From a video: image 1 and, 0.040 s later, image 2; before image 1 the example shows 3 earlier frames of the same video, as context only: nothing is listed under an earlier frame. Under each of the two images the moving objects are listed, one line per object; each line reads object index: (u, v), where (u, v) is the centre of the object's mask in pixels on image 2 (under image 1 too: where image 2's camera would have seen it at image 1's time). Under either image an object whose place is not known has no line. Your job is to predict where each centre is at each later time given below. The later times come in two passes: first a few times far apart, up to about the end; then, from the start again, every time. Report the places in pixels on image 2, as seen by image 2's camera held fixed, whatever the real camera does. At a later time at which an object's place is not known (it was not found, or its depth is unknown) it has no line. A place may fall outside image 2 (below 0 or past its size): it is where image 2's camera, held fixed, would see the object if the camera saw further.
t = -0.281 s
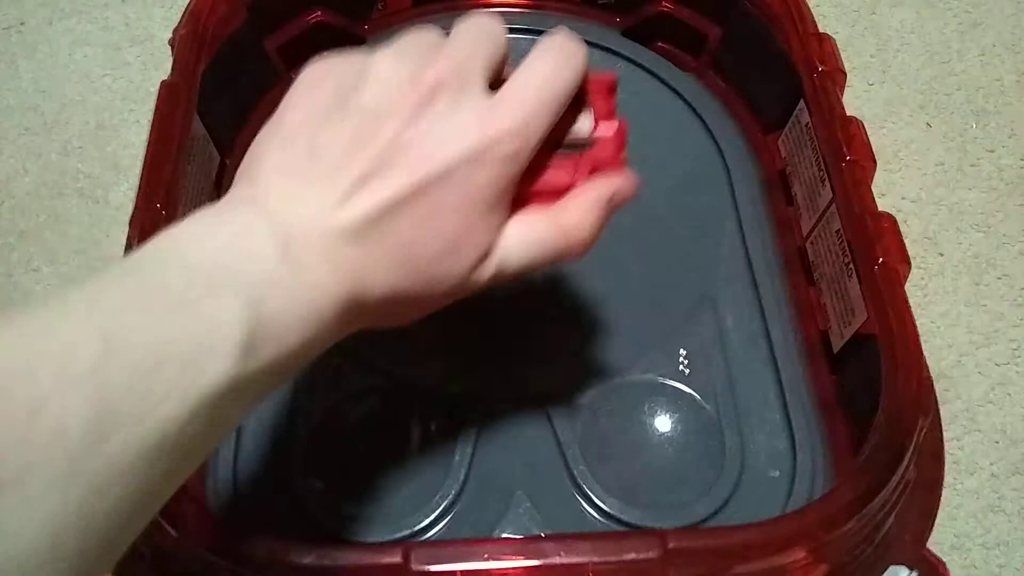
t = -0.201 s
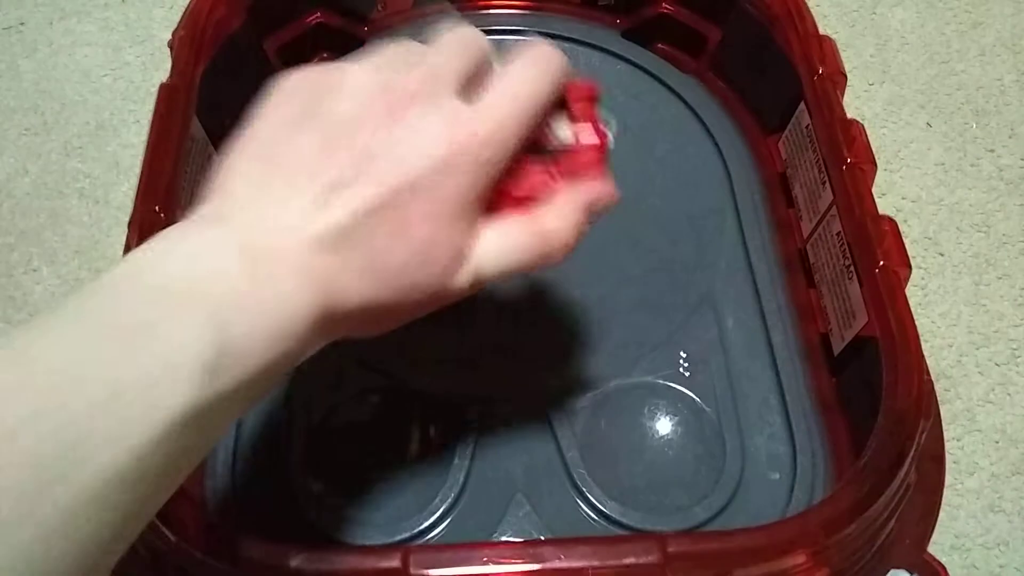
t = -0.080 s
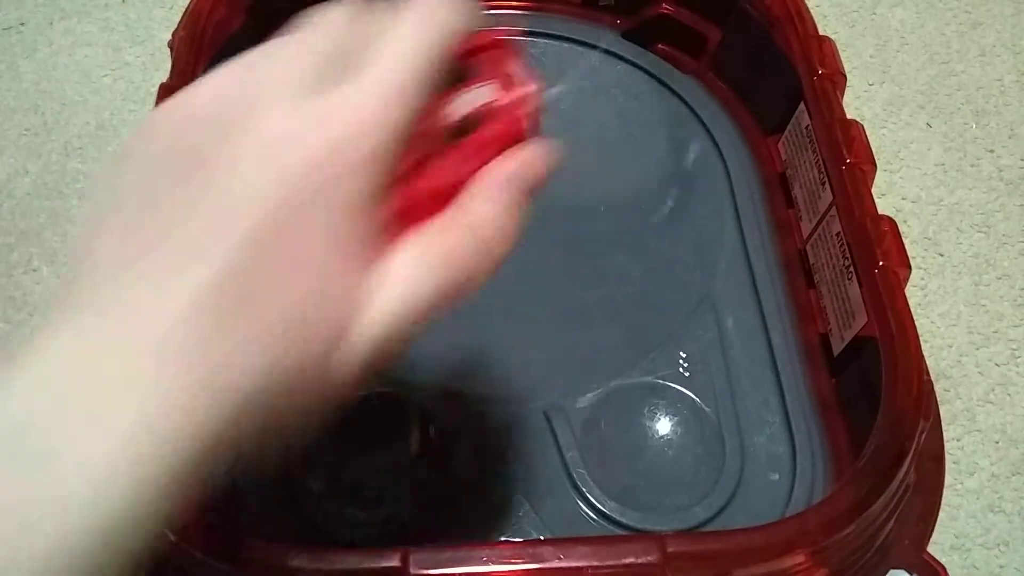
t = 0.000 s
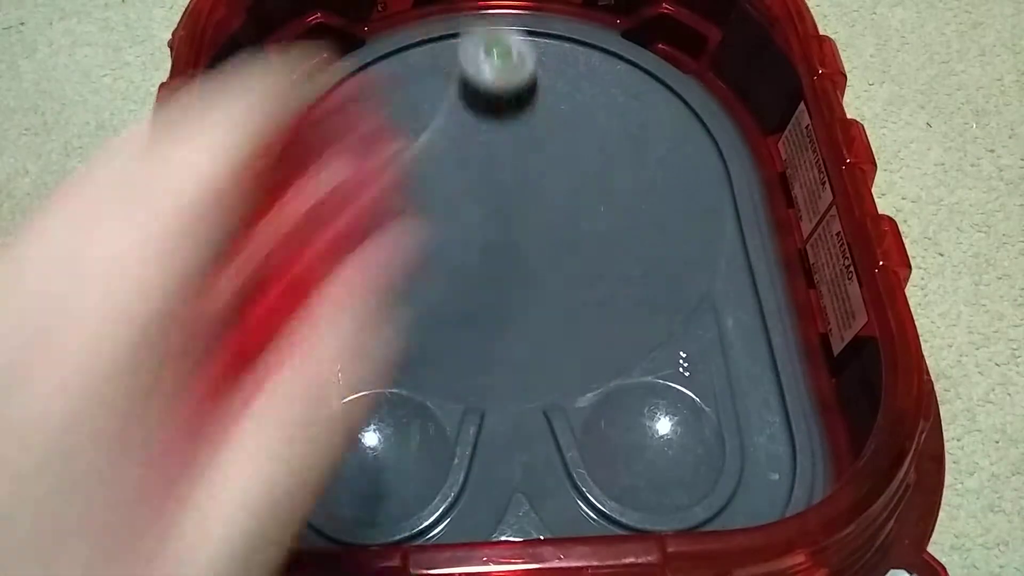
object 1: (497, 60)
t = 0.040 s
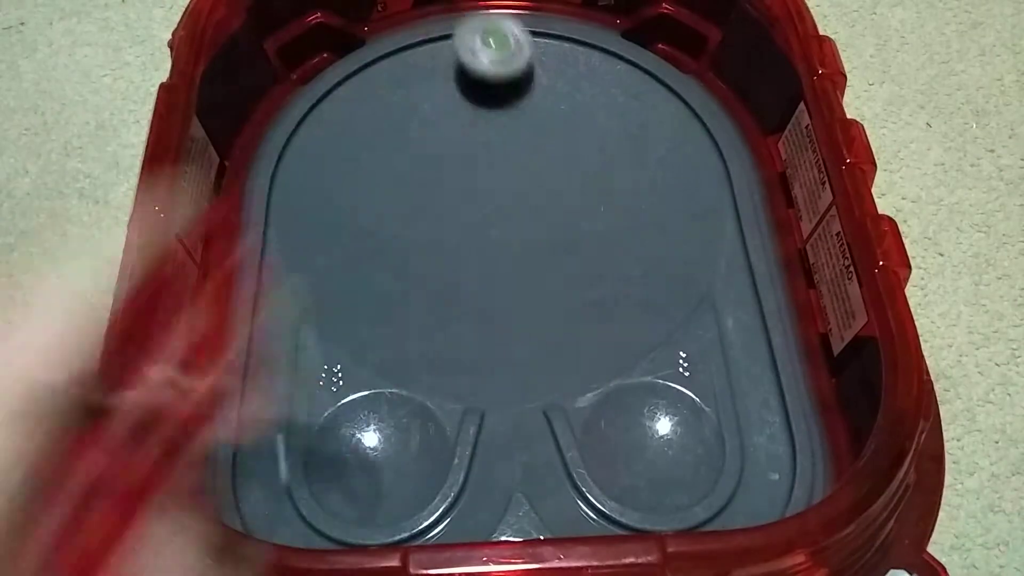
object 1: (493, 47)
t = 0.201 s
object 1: (464, 43)
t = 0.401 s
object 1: (439, 106)
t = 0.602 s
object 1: (460, 171)
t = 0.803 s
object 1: (521, 193)
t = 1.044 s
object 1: (575, 172)
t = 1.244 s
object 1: (558, 156)
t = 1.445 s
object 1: (548, 153)
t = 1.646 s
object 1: (549, 167)
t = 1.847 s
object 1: (560, 188)
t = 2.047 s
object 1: (573, 204)
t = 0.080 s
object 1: (487, 40)
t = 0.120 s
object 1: (480, 36)
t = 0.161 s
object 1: (472, 38)
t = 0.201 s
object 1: (464, 43)
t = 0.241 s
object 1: (457, 51)
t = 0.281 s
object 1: (451, 62)
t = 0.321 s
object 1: (446, 76)
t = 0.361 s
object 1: (441, 91)
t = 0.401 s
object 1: (439, 106)
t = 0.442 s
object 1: (438, 121)
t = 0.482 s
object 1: (441, 136)
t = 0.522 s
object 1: (445, 148)
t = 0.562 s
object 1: (451, 160)
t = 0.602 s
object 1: (460, 171)
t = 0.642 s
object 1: (471, 179)
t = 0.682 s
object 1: (483, 184)
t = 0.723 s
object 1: (495, 189)
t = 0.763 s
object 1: (508, 192)
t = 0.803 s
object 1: (521, 193)
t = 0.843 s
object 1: (533, 192)
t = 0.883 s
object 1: (546, 190)
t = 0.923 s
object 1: (556, 187)
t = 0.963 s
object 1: (565, 182)
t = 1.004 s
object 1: (571, 177)
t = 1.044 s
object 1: (575, 172)
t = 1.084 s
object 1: (574, 167)
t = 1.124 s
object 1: (571, 163)
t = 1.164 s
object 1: (567, 160)
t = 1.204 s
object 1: (562, 158)
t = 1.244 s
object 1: (558, 156)
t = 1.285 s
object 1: (555, 154)
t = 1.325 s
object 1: (552, 153)
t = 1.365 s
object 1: (550, 152)
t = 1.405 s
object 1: (548, 152)
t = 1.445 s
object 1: (548, 153)
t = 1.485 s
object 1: (547, 154)
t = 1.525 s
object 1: (547, 157)
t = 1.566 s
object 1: (547, 160)
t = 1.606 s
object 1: (548, 163)
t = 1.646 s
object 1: (549, 167)
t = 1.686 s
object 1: (550, 171)
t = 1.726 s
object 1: (552, 176)
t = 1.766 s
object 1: (554, 179)
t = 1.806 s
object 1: (557, 184)
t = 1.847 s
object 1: (560, 188)
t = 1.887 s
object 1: (563, 191)
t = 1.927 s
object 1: (565, 195)
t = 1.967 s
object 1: (568, 199)
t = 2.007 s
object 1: (570, 202)
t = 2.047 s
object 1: (573, 204)
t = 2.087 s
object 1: (575, 206)
